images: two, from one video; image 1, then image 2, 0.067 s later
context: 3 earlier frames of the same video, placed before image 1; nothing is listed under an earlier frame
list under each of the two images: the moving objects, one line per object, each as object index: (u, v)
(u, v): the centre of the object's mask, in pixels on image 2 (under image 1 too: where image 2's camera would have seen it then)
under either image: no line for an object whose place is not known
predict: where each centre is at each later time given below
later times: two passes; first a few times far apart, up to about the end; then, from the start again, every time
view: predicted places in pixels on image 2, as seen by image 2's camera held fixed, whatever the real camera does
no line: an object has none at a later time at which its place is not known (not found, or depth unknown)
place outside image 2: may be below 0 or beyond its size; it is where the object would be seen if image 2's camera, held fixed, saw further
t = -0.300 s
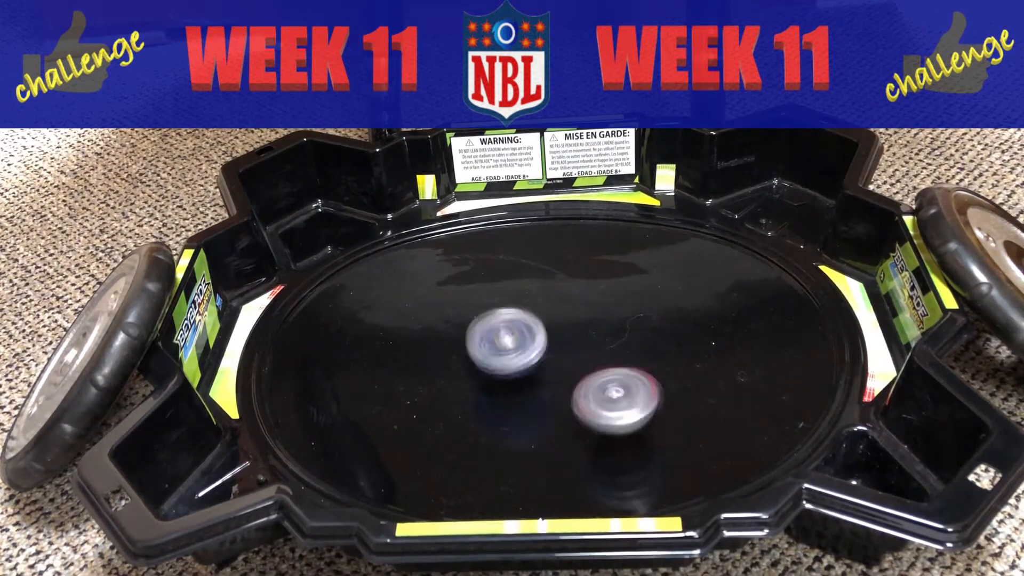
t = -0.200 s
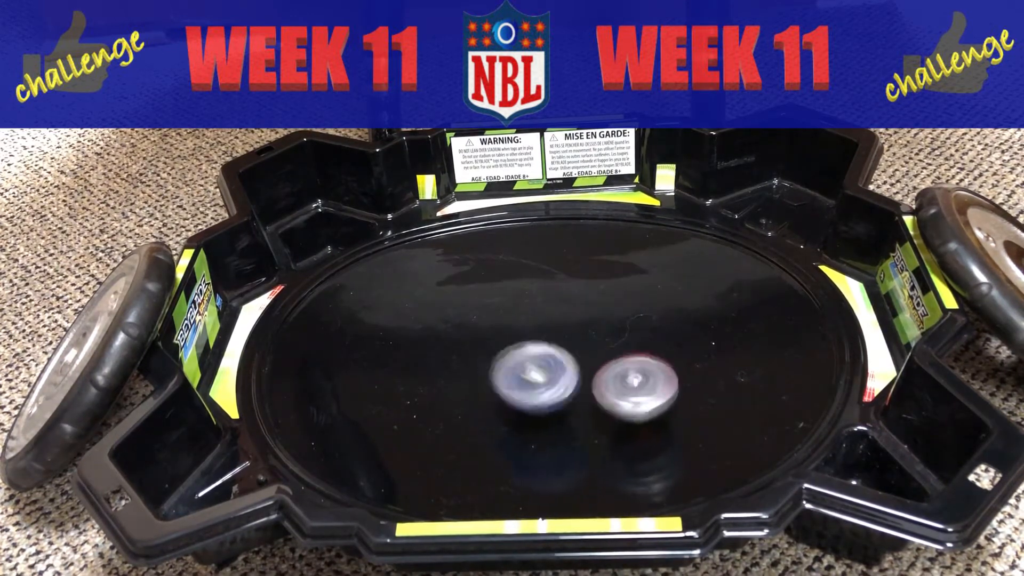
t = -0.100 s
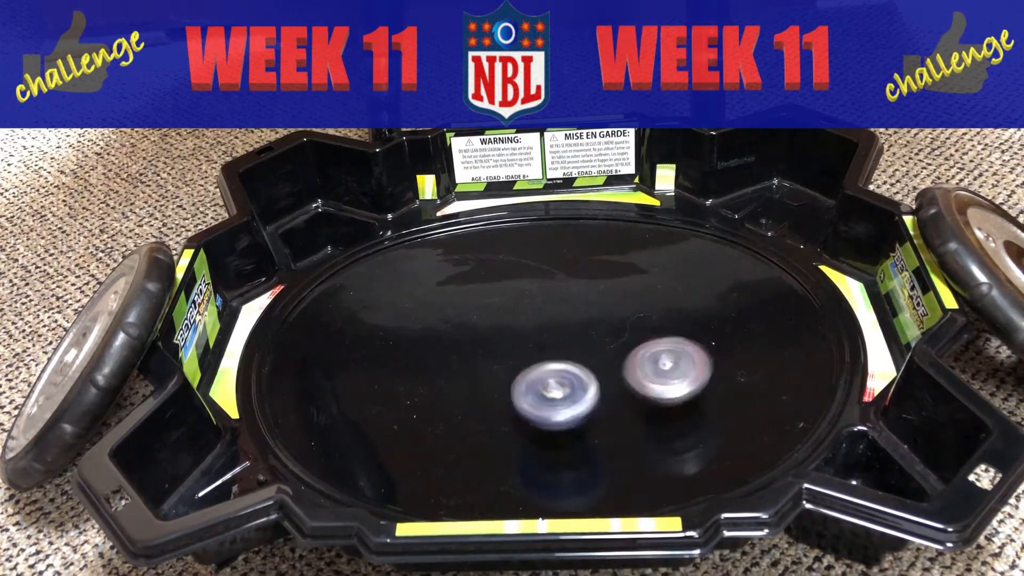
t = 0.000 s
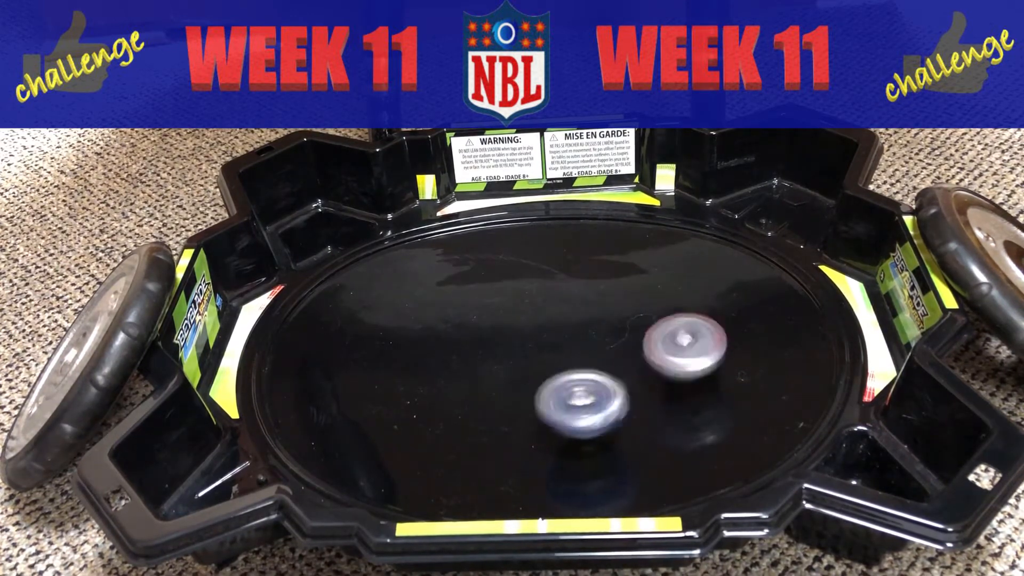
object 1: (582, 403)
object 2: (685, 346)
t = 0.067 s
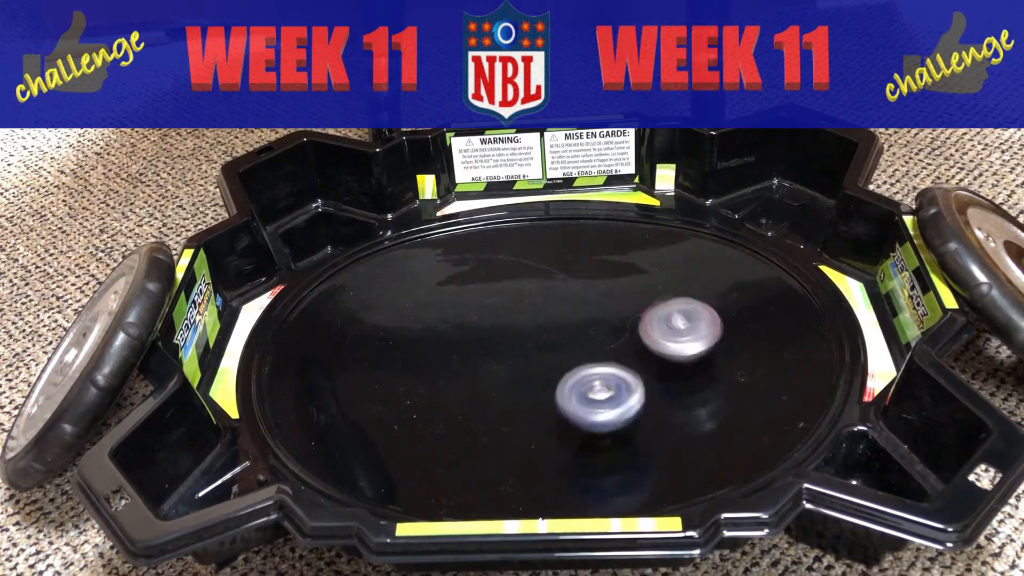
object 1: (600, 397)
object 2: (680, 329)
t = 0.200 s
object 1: (598, 365)
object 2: (642, 305)
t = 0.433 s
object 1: (472, 373)
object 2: (590, 270)
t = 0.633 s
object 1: (395, 401)
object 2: (525, 282)
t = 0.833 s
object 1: (437, 402)
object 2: (485, 330)
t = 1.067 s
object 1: (468, 394)
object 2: (538, 330)
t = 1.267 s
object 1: (497, 347)
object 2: (580, 314)
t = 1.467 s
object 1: (468, 302)
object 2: (588, 310)
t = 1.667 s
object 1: (447, 310)
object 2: (586, 332)
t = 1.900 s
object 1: (522, 334)
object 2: (606, 359)
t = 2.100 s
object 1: (573, 304)
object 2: (646, 366)
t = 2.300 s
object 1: (557, 293)
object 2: (633, 350)
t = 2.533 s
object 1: (512, 310)
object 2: (572, 365)
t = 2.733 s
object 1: (491, 344)
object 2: (542, 394)
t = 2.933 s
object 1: (496, 339)
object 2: (574, 416)
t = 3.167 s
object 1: (526, 328)
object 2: (590, 377)
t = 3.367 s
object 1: (505, 293)
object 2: (583, 349)
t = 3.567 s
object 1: (466, 298)
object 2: (555, 330)
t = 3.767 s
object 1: (463, 336)
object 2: (546, 326)
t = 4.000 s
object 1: (513, 367)
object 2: (585, 329)
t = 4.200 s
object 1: (569, 364)
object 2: (615, 315)
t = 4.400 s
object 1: (570, 355)
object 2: (622, 299)
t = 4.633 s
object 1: (544, 362)
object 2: (595, 313)
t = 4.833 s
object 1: (517, 383)
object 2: (586, 337)
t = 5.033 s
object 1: (516, 384)
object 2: (594, 359)
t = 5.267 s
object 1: (508, 356)
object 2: (606, 355)
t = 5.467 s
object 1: (489, 328)
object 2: (573, 348)
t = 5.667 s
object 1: (471, 315)
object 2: (541, 355)
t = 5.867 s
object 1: (472, 319)
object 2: (524, 367)
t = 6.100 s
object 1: (497, 320)
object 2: (547, 376)
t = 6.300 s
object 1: (529, 306)
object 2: (580, 374)
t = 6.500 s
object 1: (548, 300)
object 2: (598, 354)
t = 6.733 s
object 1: (555, 292)
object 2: (576, 355)
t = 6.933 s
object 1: (559, 309)
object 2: (553, 373)
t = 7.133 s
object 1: (575, 329)
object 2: (544, 386)
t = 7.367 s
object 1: (597, 333)
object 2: (528, 382)
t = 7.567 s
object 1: (597, 343)
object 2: (515, 358)
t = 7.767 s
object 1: (593, 348)
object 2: (502, 332)
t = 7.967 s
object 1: (572, 351)
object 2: (500, 309)
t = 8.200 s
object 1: (547, 359)
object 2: (515, 307)
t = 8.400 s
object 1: (539, 361)
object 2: (533, 304)
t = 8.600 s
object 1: (519, 356)
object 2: (568, 305)
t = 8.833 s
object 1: (480, 348)
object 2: (589, 325)
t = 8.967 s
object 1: (473, 352)
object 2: (580, 342)
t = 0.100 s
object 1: (605, 390)
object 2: (674, 321)
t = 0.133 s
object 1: (605, 382)
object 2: (665, 315)
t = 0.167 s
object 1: (603, 374)
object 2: (654, 309)
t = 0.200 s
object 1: (598, 365)
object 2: (642, 305)
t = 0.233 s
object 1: (590, 356)
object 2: (629, 302)
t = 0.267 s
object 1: (570, 353)
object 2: (621, 295)
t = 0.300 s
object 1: (546, 358)
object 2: (620, 286)
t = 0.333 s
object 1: (525, 362)
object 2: (615, 280)
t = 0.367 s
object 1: (506, 365)
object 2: (608, 276)
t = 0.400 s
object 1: (489, 369)
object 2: (599, 272)
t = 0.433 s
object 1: (472, 373)
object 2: (590, 270)
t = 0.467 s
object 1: (456, 376)
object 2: (580, 268)
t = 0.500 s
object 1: (440, 381)
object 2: (570, 267)
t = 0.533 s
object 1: (426, 385)
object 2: (558, 269)
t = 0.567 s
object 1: (413, 390)
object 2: (547, 272)
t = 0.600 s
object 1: (403, 395)
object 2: (535, 277)
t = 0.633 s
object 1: (395, 401)
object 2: (525, 282)
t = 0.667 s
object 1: (392, 407)
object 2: (515, 289)
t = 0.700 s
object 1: (396, 410)
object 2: (506, 296)
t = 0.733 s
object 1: (402, 411)
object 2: (499, 304)
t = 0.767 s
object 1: (413, 411)
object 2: (493, 312)
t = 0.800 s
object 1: (424, 407)
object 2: (488, 321)
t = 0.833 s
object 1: (437, 402)
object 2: (485, 330)
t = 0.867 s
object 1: (448, 394)
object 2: (484, 339)
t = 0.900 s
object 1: (450, 395)
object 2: (491, 339)
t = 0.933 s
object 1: (450, 397)
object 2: (501, 336)
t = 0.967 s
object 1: (452, 399)
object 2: (510, 334)
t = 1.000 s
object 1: (457, 399)
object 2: (519, 334)
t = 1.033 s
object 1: (462, 398)
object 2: (528, 332)
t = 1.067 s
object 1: (468, 394)
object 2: (538, 330)
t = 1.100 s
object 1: (476, 389)
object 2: (548, 327)
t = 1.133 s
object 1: (483, 383)
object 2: (557, 325)
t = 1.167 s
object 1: (489, 375)
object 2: (564, 322)
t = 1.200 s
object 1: (493, 366)
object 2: (570, 320)
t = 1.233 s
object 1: (496, 356)
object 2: (575, 317)
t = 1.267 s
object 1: (497, 347)
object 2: (580, 314)
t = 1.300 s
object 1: (495, 338)
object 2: (583, 312)
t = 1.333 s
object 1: (492, 330)
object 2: (586, 310)
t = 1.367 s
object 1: (487, 321)
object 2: (587, 309)
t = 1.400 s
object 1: (481, 314)
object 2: (588, 309)
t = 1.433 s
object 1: (475, 308)
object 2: (589, 309)
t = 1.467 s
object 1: (468, 302)
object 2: (588, 310)
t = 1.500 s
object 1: (461, 299)
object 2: (588, 312)
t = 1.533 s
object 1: (454, 298)
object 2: (586, 315)
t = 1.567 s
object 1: (449, 300)
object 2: (586, 319)
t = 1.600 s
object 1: (446, 302)
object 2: (586, 323)
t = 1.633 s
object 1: (445, 306)
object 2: (586, 328)
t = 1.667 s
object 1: (447, 310)
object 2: (586, 332)
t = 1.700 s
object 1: (451, 315)
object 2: (587, 337)
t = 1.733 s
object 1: (458, 321)
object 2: (588, 342)
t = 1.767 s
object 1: (468, 326)
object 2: (591, 347)
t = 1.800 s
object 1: (481, 330)
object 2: (594, 351)
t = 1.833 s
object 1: (494, 333)
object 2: (598, 355)
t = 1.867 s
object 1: (508, 335)
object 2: (602, 357)
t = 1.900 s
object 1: (522, 334)
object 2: (606, 359)
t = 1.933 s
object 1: (537, 332)
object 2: (611, 361)
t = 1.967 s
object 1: (549, 329)
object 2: (618, 363)
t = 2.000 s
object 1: (559, 324)
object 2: (627, 366)
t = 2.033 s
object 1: (566, 318)
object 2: (634, 367)
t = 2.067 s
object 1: (571, 311)
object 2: (640, 367)
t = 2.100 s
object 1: (573, 304)
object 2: (646, 366)
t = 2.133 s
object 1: (574, 298)
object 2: (650, 364)
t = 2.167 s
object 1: (572, 293)
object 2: (652, 361)
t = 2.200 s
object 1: (569, 291)
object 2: (651, 358)
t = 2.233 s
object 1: (565, 290)
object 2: (647, 355)
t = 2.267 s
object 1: (561, 291)
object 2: (641, 352)
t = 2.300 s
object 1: (557, 293)
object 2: (633, 350)
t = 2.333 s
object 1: (554, 296)
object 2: (623, 348)
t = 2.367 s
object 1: (551, 302)
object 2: (613, 347)
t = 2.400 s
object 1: (548, 305)
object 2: (603, 347)
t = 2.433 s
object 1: (540, 305)
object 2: (596, 352)
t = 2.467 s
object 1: (532, 305)
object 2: (588, 356)
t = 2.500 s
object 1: (522, 306)
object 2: (580, 360)
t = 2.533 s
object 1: (512, 310)
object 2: (572, 365)
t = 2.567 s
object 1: (504, 315)
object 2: (564, 369)
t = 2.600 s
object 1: (498, 322)
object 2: (557, 373)
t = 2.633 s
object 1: (495, 329)
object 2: (550, 376)
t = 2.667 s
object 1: (492, 336)
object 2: (545, 381)
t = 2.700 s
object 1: (490, 341)
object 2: (542, 387)
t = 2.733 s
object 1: (491, 344)
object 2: (542, 394)
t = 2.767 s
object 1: (490, 343)
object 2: (545, 402)
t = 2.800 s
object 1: (490, 342)
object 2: (550, 407)
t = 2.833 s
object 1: (491, 341)
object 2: (554, 411)
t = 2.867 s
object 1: (493, 340)
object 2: (560, 415)
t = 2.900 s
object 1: (494, 340)
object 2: (567, 416)
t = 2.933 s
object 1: (496, 339)
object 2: (574, 416)
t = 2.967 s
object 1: (498, 339)
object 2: (581, 414)
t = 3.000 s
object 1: (501, 339)
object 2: (587, 411)
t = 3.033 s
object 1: (504, 338)
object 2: (592, 405)
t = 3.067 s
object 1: (509, 337)
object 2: (594, 399)
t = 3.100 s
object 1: (514, 334)
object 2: (594, 392)
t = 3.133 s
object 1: (520, 332)
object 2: (592, 384)
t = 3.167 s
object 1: (526, 328)
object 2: (590, 377)
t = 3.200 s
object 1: (531, 325)
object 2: (586, 369)
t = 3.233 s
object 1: (530, 318)
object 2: (588, 367)
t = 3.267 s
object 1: (525, 310)
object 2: (588, 364)
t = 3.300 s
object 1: (519, 304)
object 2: (588, 359)
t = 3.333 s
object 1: (512, 297)
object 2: (587, 355)
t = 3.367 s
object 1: (505, 293)
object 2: (583, 349)
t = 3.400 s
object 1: (498, 289)
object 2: (579, 346)
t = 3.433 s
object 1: (490, 287)
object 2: (574, 342)
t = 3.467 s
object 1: (481, 286)
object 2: (570, 340)
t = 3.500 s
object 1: (473, 288)
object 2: (565, 337)
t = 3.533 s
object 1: (468, 292)
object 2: (560, 334)
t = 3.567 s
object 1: (466, 298)
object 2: (555, 330)
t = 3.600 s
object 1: (466, 305)
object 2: (550, 327)
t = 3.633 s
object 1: (467, 311)
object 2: (544, 325)
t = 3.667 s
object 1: (464, 317)
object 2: (544, 325)
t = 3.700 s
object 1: (461, 322)
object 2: (545, 325)
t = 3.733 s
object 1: (461, 328)
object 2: (545, 326)
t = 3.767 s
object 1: (463, 336)
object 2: (546, 326)
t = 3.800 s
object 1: (469, 341)
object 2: (548, 328)
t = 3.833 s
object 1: (474, 347)
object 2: (551, 328)
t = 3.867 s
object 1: (480, 352)
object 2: (557, 329)
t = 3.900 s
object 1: (489, 357)
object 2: (563, 330)
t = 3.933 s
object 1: (498, 360)
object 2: (569, 330)
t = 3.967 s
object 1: (507, 364)
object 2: (576, 330)
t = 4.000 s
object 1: (513, 367)
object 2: (585, 329)
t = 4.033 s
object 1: (523, 370)
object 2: (592, 326)
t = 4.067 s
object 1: (532, 372)
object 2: (597, 323)
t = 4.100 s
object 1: (541, 372)
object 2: (603, 321)
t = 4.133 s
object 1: (552, 371)
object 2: (608, 318)
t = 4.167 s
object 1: (560, 368)
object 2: (612, 317)
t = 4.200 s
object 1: (569, 364)
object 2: (615, 315)
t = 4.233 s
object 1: (575, 361)
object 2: (619, 311)
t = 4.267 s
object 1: (576, 358)
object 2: (622, 307)
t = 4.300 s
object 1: (575, 357)
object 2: (624, 305)
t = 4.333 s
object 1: (574, 356)
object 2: (625, 303)
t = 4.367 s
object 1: (573, 356)
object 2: (624, 301)
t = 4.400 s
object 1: (570, 355)
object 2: (622, 299)
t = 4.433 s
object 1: (568, 354)
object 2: (619, 299)
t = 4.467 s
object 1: (566, 354)
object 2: (614, 301)
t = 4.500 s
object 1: (564, 354)
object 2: (609, 303)
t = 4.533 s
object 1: (560, 354)
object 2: (606, 305)
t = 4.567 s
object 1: (554, 357)
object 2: (604, 307)
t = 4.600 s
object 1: (548, 359)
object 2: (600, 310)
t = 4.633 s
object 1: (544, 362)
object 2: (595, 313)
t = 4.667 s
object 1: (538, 364)
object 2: (591, 317)
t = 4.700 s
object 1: (534, 367)
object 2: (589, 322)
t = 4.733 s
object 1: (529, 370)
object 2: (588, 326)
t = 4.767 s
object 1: (524, 375)
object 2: (588, 330)
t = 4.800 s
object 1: (520, 379)
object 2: (586, 333)
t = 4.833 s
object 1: (517, 383)
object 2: (586, 337)
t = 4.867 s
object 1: (516, 386)
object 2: (586, 342)
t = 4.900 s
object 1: (516, 387)
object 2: (587, 346)
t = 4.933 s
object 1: (516, 388)
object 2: (588, 350)
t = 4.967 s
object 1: (516, 387)
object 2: (588, 353)
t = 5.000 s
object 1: (518, 386)
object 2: (590, 356)
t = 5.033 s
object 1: (516, 384)
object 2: (594, 359)
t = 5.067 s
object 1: (516, 382)
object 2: (599, 360)
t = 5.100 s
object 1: (515, 379)
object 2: (602, 360)
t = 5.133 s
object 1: (513, 375)
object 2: (604, 360)
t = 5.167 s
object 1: (513, 372)
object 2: (607, 360)
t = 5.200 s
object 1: (511, 366)
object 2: (608, 359)
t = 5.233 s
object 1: (510, 362)
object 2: (608, 357)
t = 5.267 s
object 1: (508, 356)
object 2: (606, 355)
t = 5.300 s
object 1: (506, 351)
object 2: (602, 353)
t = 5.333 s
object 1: (503, 345)
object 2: (599, 352)
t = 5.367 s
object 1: (499, 340)
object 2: (594, 349)
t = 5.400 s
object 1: (497, 336)
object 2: (587, 347)
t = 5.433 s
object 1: (493, 331)
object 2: (579, 347)
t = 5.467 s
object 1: (489, 328)
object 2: (573, 348)
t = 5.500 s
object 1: (486, 325)
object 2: (566, 349)
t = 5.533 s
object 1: (482, 322)
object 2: (558, 348)
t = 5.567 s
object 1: (481, 320)
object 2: (551, 349)
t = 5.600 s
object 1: (477, 318)
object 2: (547, 352)
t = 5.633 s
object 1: (474, 316)
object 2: (544, 353)
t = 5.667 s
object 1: (471, 315)
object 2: (541, 355)
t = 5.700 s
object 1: (468, 315)
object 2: (537, 356)
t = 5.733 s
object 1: (467, 315)
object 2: (534, 358)
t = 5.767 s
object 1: (467, 316)
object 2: (531, 360)
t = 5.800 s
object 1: (469, 318)
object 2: (528, 361)
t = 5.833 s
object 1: (470, 319)
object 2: (525, 362)
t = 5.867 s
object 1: (472, 319)
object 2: (524, 367)
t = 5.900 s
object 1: (473, 318)
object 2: (526, 371)
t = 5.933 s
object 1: (474, 317)
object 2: (528, 374)
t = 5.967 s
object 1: (477, 317)
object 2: (530, 375)
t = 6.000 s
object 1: (479, 317)
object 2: (534, 377)
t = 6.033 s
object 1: (485, 318)
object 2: (538, 378)
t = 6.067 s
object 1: (490, 319)
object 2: (542, 378)
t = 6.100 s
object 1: (497, 320)
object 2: (547, 376)
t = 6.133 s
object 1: (503, 321)
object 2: (552, 375)
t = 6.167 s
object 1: (511, 321)
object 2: (556, 372)
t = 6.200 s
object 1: (518, 318)
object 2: (560, 373)
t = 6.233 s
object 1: (521, 314)
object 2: (567, 374)
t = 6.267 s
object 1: (524, 310)
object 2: (574, 375)
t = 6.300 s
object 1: (529, 306)
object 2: (580, 374)
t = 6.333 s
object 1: (531, 304)
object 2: (585, 372)
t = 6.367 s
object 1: (536, 301)
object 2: (590, 370)
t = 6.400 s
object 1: (538, 300)
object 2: (595, 367)
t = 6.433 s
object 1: (542, 299)
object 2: (596, 362)
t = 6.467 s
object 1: (544, 299)
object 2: (597, 358)
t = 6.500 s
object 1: (548, 300)
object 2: (598, 354)
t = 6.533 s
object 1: (551, 300)
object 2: (595, 350)
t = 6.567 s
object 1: (554, 297)
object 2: (593, 350)
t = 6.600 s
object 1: (554, 295)
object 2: (592, 350)
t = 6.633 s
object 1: (555, 292)
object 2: (588, 350)
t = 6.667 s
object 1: (555, 291)
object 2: (583, 351)
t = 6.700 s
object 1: (555, 291)
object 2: (580, 353)
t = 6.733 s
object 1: (555, 292)
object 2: (576, 355)
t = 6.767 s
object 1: (554, 293)
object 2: (571, 357)
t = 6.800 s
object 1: (554, 296)
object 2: (569, 359)
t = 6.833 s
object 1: (553, 300)
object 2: (564, 361)
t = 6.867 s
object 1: (554, 304)
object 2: (560, 364)
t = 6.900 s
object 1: (556, 307)
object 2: (557, 369)
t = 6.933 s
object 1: (559, 309)
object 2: (553, 373)
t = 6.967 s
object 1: (561, 312)
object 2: (551, 377)
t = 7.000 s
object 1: (563, 314)
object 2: (551, 380)
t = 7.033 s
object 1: (566, 318)
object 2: (549, 381)
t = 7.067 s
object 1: (568, 322)
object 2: (548, 384)
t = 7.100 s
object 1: (571, 325)
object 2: (547, 385)
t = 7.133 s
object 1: (575, 329)
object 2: (544, 386)
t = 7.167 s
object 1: (579, 329)
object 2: (543, 388)
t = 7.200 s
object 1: (583, 329)
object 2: (539, 388)
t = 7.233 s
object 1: (588, 330)
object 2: (537, 388)
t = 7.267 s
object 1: (592, 330)
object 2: (536, 388)
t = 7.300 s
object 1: (593, 331)
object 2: (532, 386)
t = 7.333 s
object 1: (595, 332)
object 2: (531, 385)
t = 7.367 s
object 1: (597, 333)
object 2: (528, 382)
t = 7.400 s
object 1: (598, 335)
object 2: (525, 379)
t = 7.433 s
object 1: (599, 336)
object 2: (524, 376)
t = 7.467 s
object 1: (599, 338)
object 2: (521, 371)
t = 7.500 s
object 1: (599, 339)
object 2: (520, 367)
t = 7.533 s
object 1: (597, 340)
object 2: (517, 362)
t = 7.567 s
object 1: (597, 343)
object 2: (515, 358)
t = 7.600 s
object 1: (597, 344)
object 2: (511, 354)
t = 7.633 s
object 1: (597, 345)
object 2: (509, 349)
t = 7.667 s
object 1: (598, 346)
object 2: (507, 345)
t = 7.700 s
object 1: (597, 347)
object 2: (505, 340)
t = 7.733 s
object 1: (595, 348)
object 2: (503, 336)
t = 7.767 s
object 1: (593, 348)
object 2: (502, 332)
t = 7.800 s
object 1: (591, 348)
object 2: (500, 327)
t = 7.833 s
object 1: (587, 349)
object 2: (500, 324)
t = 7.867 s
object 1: (583, 349)
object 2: (500, 319)
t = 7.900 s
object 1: (579, 350)
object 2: (499, 316)
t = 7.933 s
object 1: (574, 351)
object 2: (500, 313)
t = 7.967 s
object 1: (572, 351)
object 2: (500, 309)
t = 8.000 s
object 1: (568, 352)
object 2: (502, 309)
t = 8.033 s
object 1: (564, 352)
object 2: (502, 307)
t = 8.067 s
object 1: (562, 352)
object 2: (504, 307)
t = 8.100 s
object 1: (557, 353)
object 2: (507, 307)
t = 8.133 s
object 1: (554, 352)
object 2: (509, 307)
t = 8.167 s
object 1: (552, 356)
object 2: (512, 306)
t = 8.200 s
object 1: (547, 359)
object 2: (515, 307)
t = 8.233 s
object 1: (544, 362)
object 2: (519, 306)
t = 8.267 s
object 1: (542, 364)
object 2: (522, 303)
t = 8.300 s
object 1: (540, 366)
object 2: (523, 303)
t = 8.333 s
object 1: (541, 368)
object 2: (527, 302)
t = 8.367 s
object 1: (542, 361)
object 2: (529, 301)
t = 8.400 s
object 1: (539, 361)
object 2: (533, 304)
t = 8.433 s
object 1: (538, 361)
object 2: (535, 303)
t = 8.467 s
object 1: (538, 363)
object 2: (541, 306)
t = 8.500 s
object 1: (534, 360)
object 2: (548, 304)
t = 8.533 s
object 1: (527, 362)
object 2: (555, 304)
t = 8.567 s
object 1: (521, 358)
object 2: (563, 303)
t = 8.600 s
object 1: (519, 356)
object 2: (568, 305)
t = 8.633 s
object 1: (513, 352)
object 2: (574, 306)
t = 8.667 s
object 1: (509, 350)
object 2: (577, 308)
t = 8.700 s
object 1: (503, 348)
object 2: (582, 310)
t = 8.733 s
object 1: (496, 346)
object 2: (583, 313)
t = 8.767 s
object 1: (491, 346)
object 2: (588, 317)
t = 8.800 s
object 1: (486, 347)
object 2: (587, 321)
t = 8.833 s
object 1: (480, 348)
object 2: (589, 325)
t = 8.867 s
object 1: (475, 350)
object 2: (587, 329)
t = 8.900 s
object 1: (473, 352)
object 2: (586, 334)
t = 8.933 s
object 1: (472, 352)
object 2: (584, 337)
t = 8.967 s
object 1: (473, 352)
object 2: (580, 342)
